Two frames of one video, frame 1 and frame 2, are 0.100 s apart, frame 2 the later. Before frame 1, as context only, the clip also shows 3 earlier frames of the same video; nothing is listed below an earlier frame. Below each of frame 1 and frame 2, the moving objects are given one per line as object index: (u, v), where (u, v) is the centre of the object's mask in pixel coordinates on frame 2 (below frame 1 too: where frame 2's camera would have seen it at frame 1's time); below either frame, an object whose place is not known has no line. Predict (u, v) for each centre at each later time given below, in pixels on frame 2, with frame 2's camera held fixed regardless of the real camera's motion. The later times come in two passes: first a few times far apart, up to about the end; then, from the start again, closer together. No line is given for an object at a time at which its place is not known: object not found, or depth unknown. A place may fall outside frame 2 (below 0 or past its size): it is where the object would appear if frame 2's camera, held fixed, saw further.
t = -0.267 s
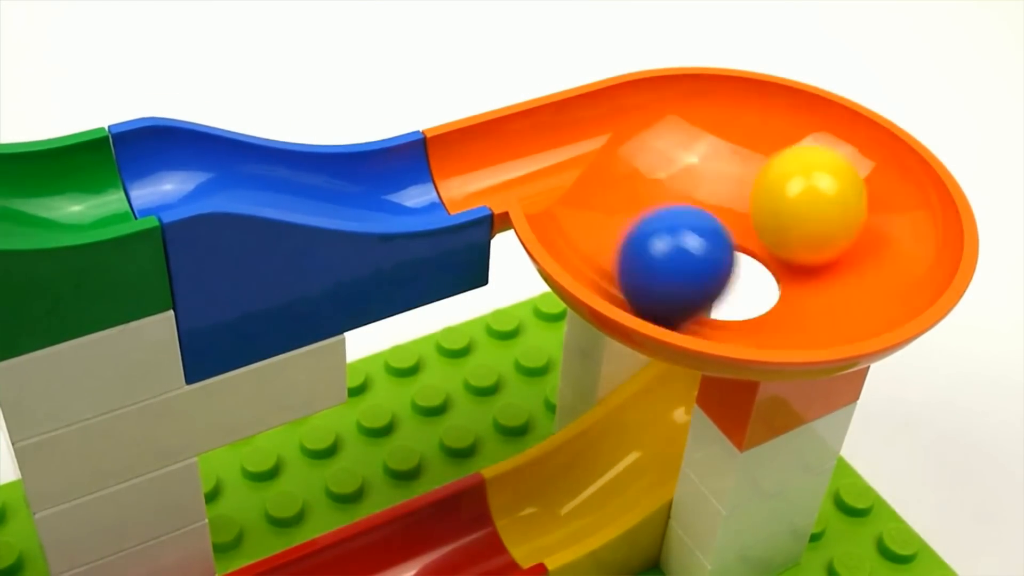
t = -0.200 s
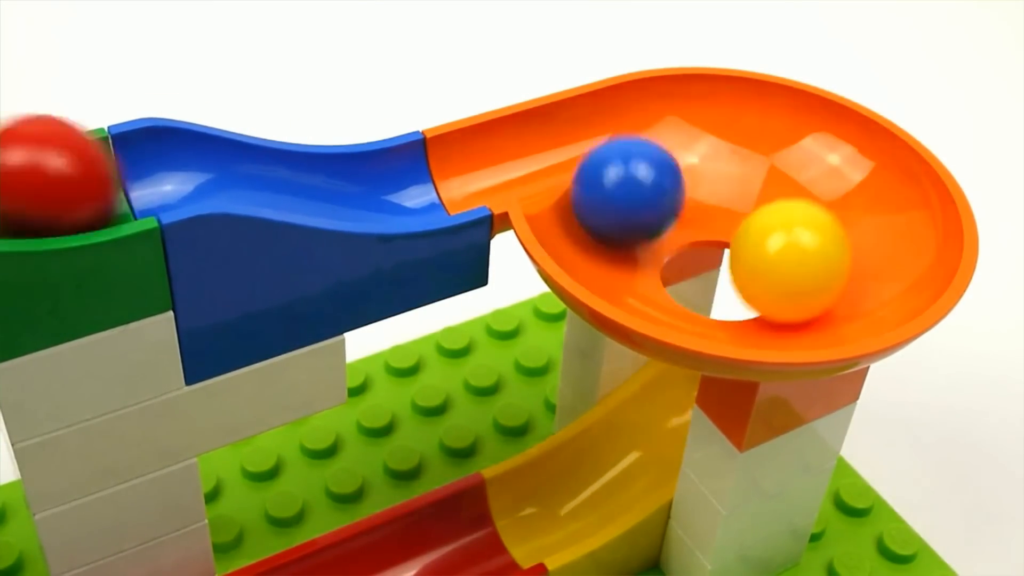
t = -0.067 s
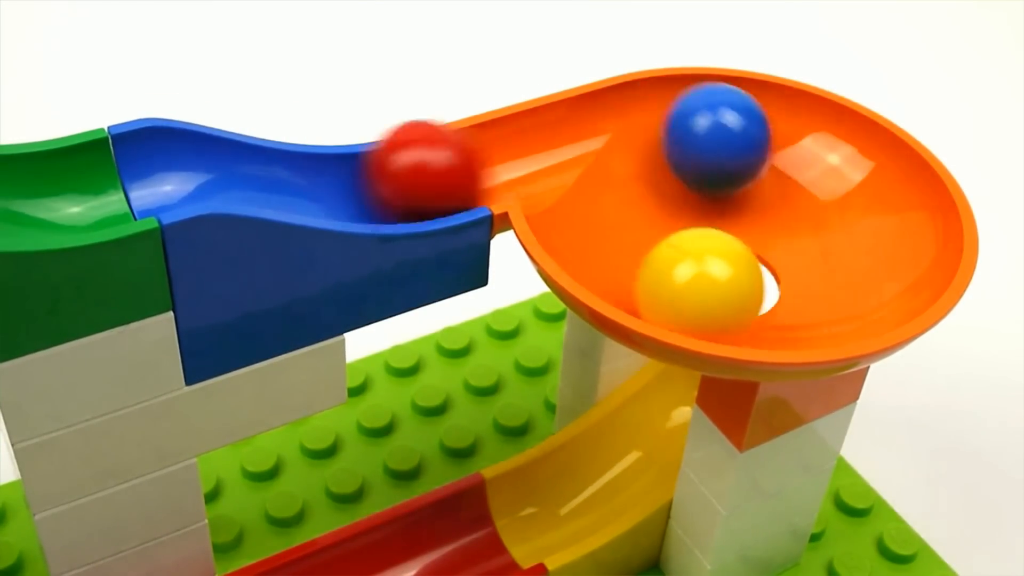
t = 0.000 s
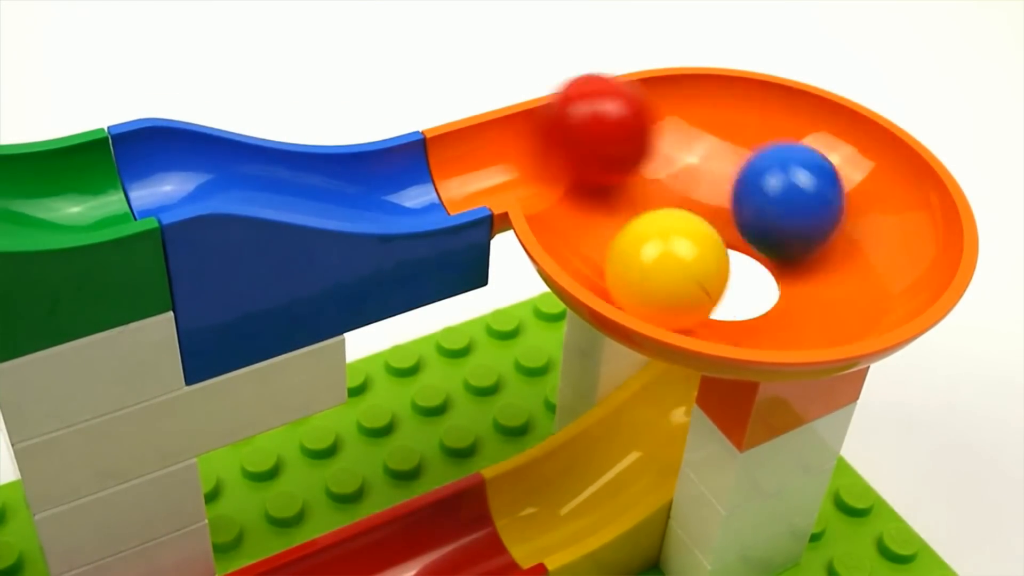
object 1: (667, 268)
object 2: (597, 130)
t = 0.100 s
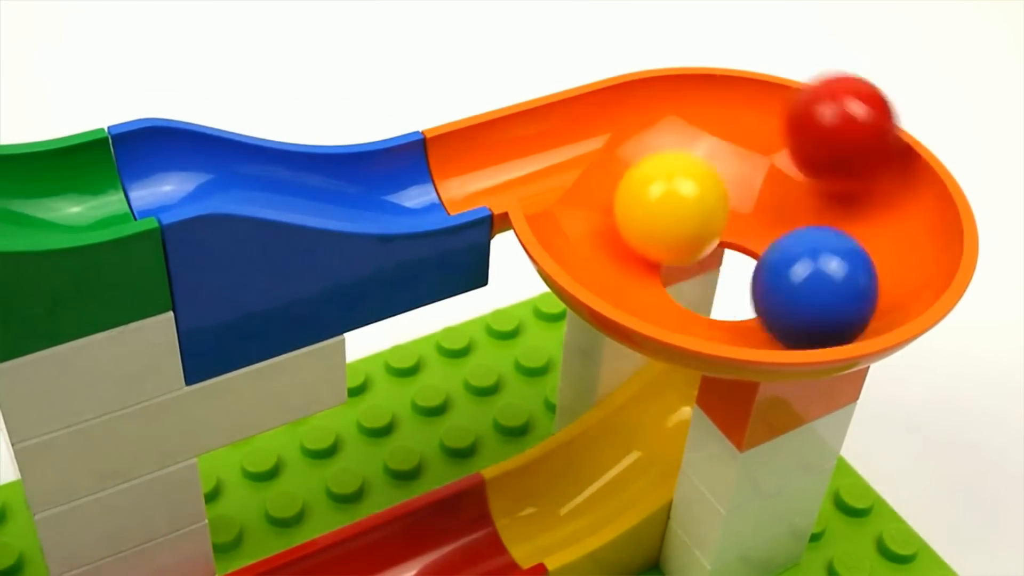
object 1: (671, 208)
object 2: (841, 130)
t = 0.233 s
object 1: (744, 150)
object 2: (816, 294)
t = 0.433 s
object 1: (786, 282)
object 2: (633, 148)
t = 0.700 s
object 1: (661, 196)
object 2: (805, 287)
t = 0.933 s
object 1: (807, 180)
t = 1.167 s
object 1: (747, 294)
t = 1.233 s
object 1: (664, 270)
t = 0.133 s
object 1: (685, 184)
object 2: (880, 191)
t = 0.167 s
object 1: (704, 164)
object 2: (885, 243)
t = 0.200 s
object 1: (724, 152)
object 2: (861, 278)
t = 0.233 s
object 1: (744, 150)
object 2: (816, 294)
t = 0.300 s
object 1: (776, 180)
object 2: (683, 281)
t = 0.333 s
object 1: (787, 208)
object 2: (636, 257)
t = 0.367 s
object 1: (792, 236)
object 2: (608, 224)
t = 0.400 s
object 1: (793, 262)
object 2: (609, 183)
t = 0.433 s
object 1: (786, 282)
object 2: (633, 148)
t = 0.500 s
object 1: (755, 293)
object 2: (704, 120)
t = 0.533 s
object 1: (733, 290)
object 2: (746, 133)
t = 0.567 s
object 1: (712, 284)
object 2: (779, 156)
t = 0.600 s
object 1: (691, 275)
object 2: (802, 184)
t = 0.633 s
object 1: (675, 255)
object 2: (826, 216)
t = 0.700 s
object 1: (661, 196)
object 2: (805, 287)
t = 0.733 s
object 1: (670, 172)
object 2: (771, 295)
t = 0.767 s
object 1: (682, 159)
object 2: (734, 293)
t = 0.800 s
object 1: (698, 150)
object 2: (698, 285)
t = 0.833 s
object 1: (720, 152)
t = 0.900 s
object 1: (782, 162)
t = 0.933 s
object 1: (807, 180)
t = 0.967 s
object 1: (824, 203)
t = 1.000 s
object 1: (830, 232)
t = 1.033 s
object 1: (837, 257)
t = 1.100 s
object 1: (816, 289)
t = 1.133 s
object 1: (787, 294)
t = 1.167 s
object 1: (747, 294)
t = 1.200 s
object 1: (705, 286)
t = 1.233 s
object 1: (664, 270)
